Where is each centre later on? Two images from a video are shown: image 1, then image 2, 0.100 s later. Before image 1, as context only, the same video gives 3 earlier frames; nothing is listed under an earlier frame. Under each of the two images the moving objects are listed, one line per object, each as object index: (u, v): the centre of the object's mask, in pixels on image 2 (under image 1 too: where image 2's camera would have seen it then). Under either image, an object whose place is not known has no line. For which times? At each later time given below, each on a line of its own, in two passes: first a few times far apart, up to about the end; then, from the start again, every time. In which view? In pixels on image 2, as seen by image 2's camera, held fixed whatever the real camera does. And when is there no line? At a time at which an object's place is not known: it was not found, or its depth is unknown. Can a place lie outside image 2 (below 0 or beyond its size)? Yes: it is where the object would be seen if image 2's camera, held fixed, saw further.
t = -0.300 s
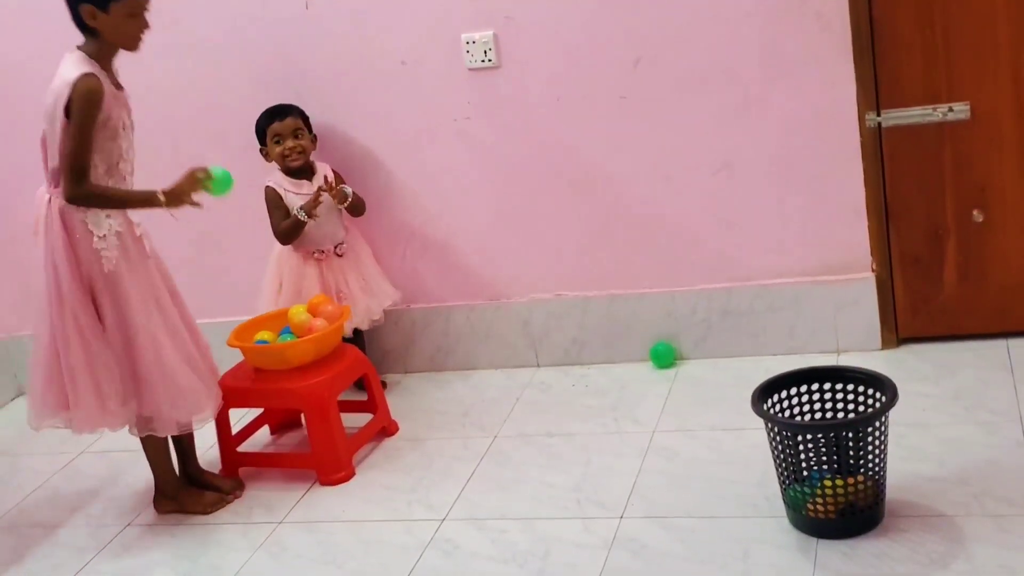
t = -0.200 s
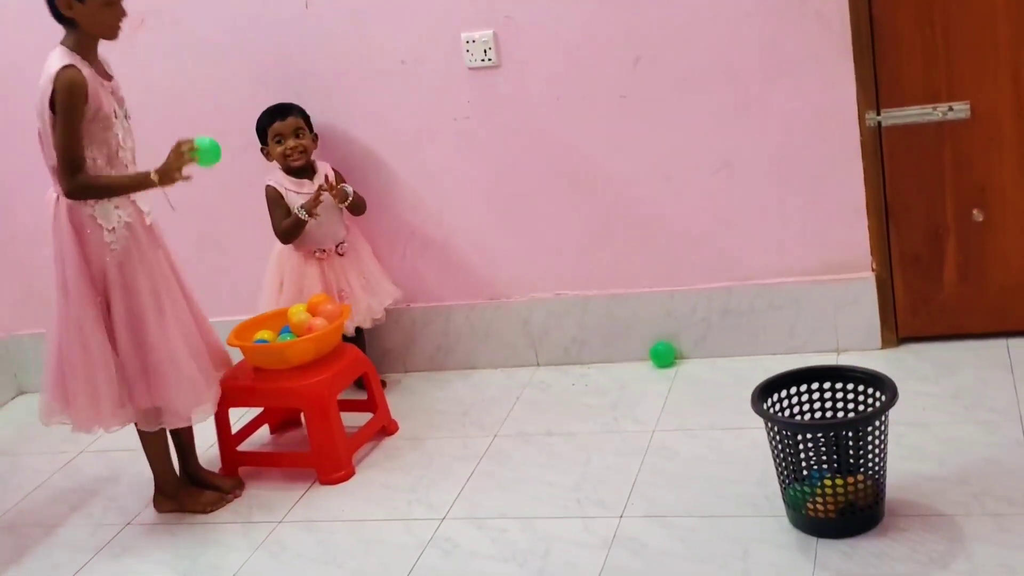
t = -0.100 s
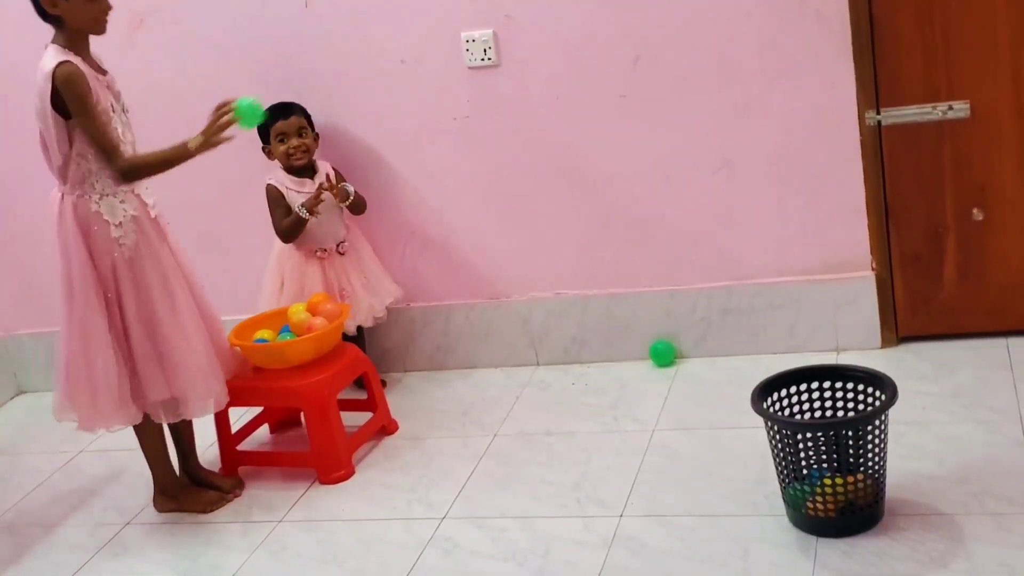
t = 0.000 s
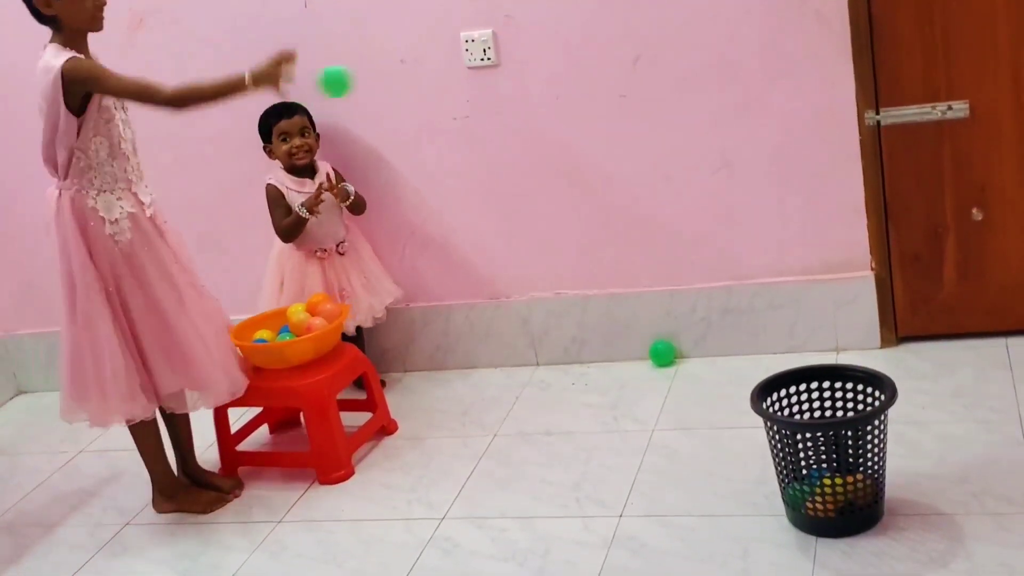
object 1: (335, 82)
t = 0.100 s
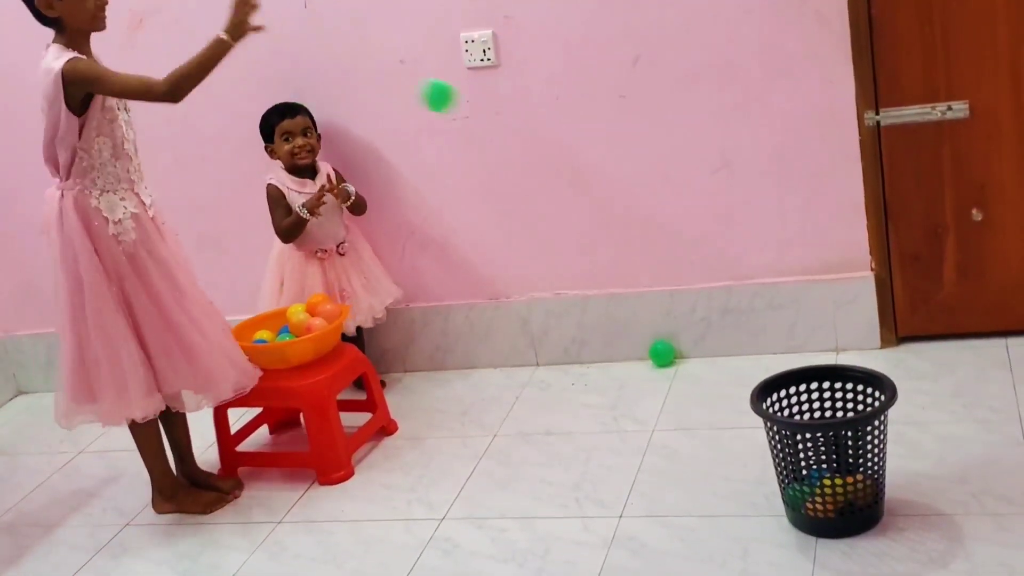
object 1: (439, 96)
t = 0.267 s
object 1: (622, 226)
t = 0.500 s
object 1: (649, 334)
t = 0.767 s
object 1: (518, 441)
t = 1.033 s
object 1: (446, 362)
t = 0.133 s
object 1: (475, 111)
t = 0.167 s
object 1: (511, 133)
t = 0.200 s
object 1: (549, 160)
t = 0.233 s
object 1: (585, 190)
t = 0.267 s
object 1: (622, 226)
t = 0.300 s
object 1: (658, 267)
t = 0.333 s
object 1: (695, 313)
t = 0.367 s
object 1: (731, 361)
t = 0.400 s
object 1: (725, 366)
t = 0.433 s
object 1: (699, 350)
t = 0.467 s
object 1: (673, 340)
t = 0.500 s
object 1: (649, 334)
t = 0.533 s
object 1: (625, 333)
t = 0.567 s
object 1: (604, 337)
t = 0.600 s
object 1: (585, 346)
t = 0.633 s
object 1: (569, 358)
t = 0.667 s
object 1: (554, 375)
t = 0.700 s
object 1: (540, 395)
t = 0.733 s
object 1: (528, 420)
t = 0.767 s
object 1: (518, 441)
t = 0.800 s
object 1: (504, 415)
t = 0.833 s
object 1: (492, 395)
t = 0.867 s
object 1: (481, 379)
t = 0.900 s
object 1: (473, 369)
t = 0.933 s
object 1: (465, 362)
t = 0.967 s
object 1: (457, 359)
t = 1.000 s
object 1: (451, 358)
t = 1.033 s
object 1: (446, 362)
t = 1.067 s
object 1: (442, 370)
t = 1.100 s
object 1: (439, 382)
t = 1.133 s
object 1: (436, 391)
